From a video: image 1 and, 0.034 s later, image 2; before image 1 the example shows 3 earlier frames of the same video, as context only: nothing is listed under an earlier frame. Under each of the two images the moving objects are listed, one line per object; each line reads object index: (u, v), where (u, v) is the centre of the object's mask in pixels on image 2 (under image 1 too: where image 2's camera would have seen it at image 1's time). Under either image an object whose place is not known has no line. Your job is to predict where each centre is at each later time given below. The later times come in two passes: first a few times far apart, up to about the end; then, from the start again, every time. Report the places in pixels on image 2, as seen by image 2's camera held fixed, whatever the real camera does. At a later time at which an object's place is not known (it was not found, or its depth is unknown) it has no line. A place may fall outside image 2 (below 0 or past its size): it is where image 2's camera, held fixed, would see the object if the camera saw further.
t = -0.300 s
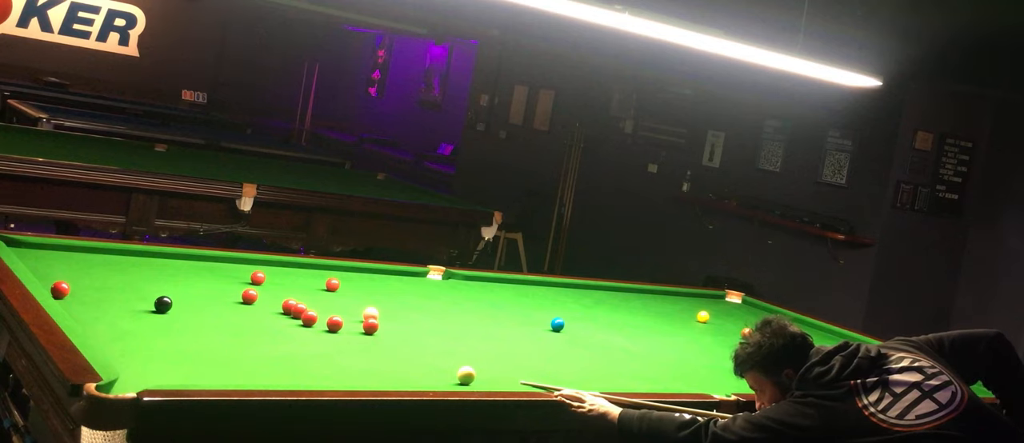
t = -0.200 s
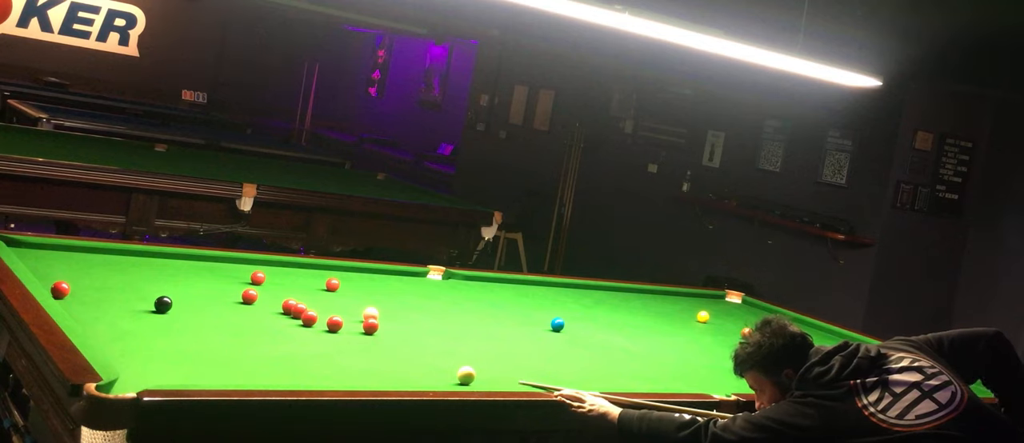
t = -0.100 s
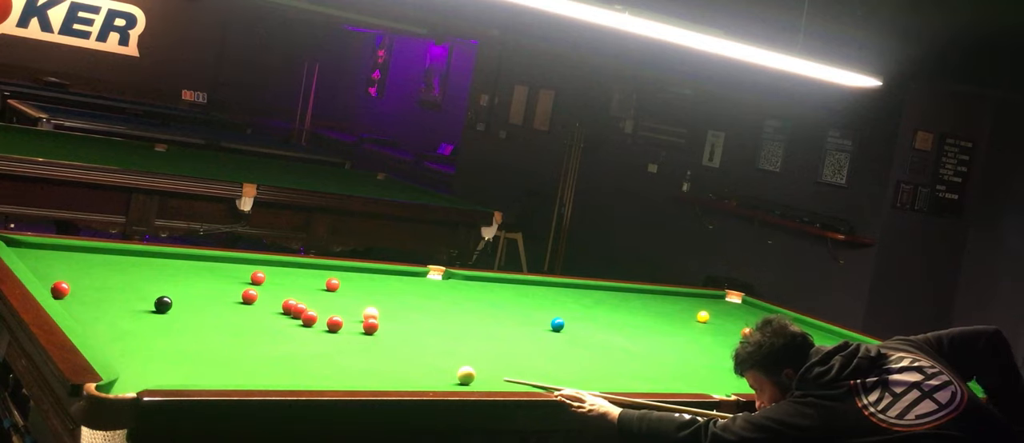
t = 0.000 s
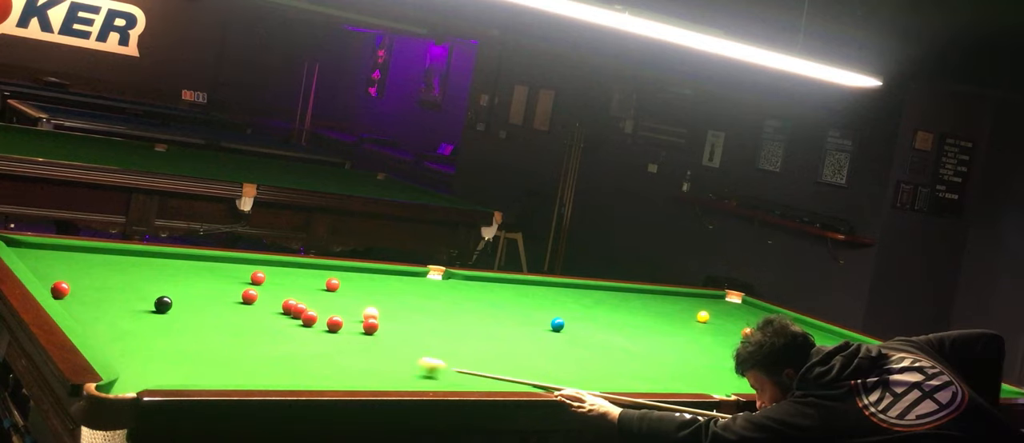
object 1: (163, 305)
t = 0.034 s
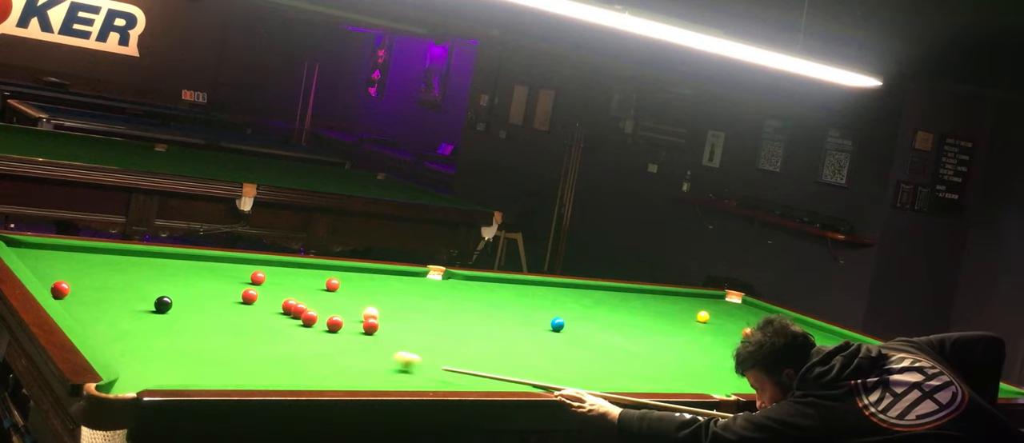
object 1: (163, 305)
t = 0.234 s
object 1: (163, 305)
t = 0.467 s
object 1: (140, 295)
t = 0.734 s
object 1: (80, 270)
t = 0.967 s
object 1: (37, 253)
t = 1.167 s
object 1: (4, 240)
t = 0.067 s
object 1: (163, 305)
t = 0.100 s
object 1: (163, 305)
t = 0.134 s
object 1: (163, 305)
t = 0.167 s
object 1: (163, 305)
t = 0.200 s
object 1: (163, 305)
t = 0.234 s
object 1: (163, 305)
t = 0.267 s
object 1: (163, 305)
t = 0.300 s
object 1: (163, 305)
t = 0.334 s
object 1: (163, 305)
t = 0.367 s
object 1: (163, 305)
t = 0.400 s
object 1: (159, 302)
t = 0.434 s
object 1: (150, 298)
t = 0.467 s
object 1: (140, 295)
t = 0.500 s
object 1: (131, 291)
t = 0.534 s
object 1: (123, 288)
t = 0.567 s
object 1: (115, 285)
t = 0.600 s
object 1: (107, 282)
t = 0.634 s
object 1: (100, 279)
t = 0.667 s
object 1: (93, 276)
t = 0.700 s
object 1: (87, 273)
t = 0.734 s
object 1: (80, 270)
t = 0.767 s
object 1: (74, 268)
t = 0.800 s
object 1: (67, 265)
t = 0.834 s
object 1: (61, 263)
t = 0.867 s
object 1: (55, 260)
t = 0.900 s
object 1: (49, 258)
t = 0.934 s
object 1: (43, 256)
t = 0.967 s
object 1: (37, 253)
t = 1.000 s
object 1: (31, 251)
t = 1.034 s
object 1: (26, 248)
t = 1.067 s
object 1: (20, 246)
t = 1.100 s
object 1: (15, 243)
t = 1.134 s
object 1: (10, 241)
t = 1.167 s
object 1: (4, 240)
